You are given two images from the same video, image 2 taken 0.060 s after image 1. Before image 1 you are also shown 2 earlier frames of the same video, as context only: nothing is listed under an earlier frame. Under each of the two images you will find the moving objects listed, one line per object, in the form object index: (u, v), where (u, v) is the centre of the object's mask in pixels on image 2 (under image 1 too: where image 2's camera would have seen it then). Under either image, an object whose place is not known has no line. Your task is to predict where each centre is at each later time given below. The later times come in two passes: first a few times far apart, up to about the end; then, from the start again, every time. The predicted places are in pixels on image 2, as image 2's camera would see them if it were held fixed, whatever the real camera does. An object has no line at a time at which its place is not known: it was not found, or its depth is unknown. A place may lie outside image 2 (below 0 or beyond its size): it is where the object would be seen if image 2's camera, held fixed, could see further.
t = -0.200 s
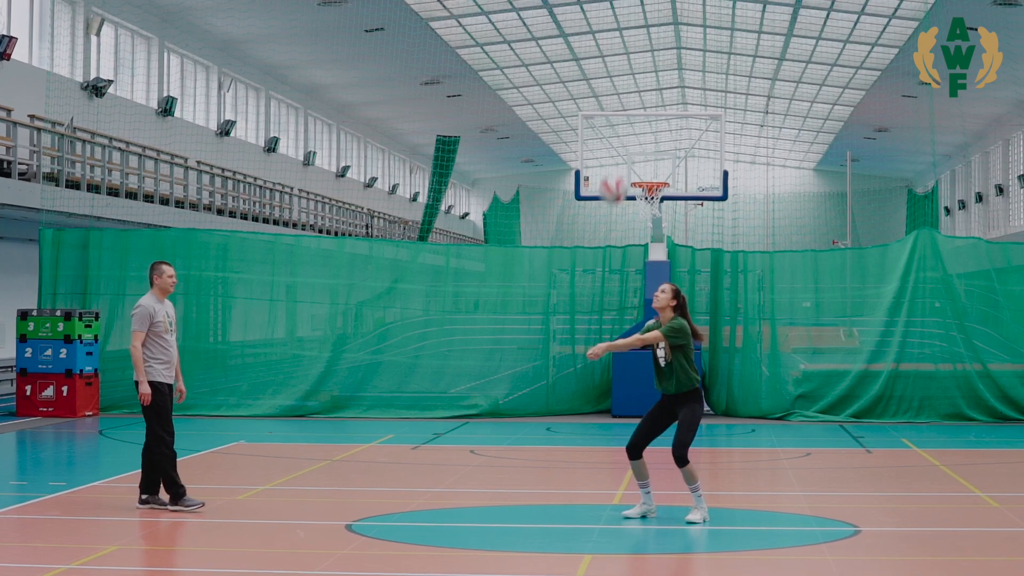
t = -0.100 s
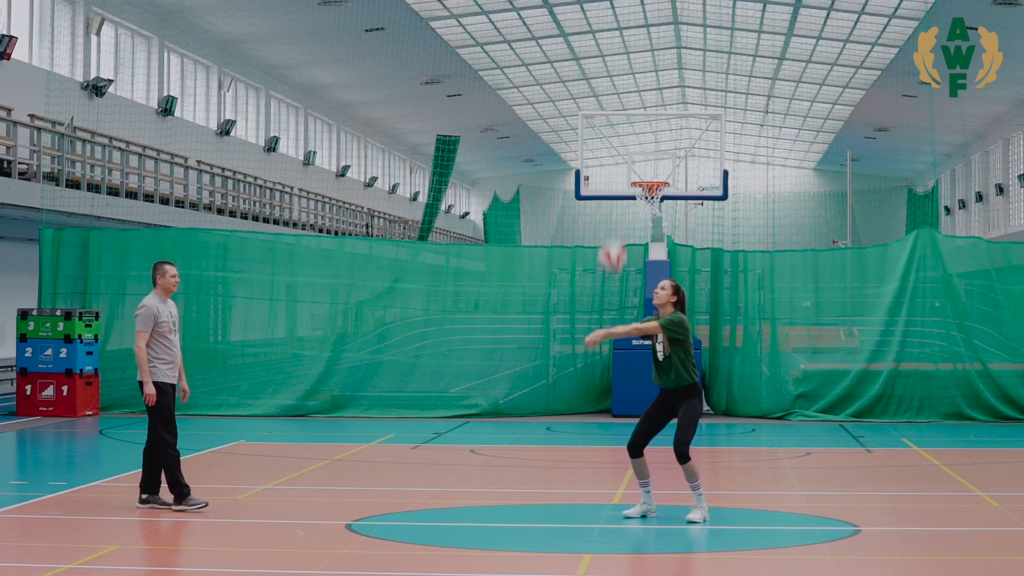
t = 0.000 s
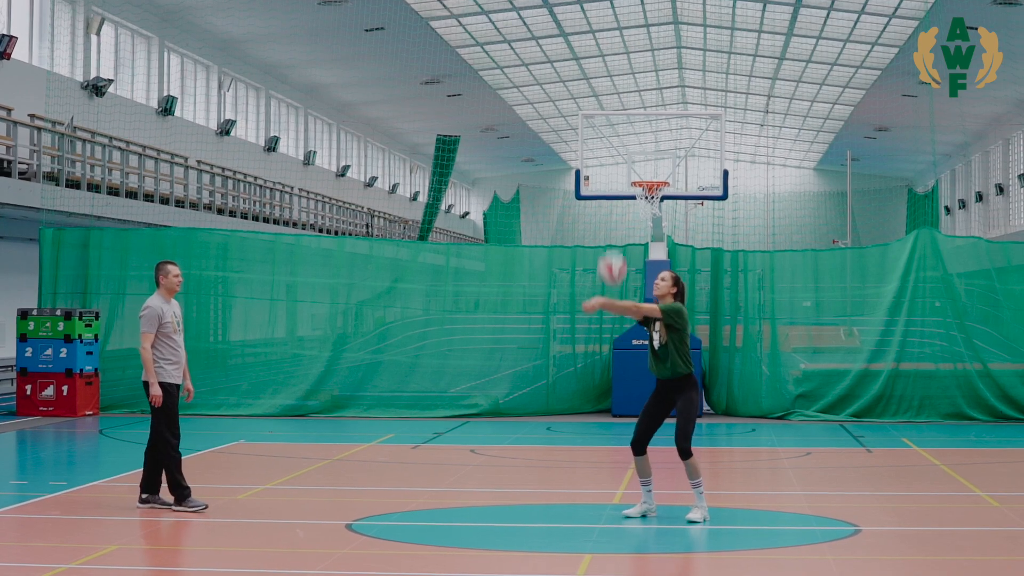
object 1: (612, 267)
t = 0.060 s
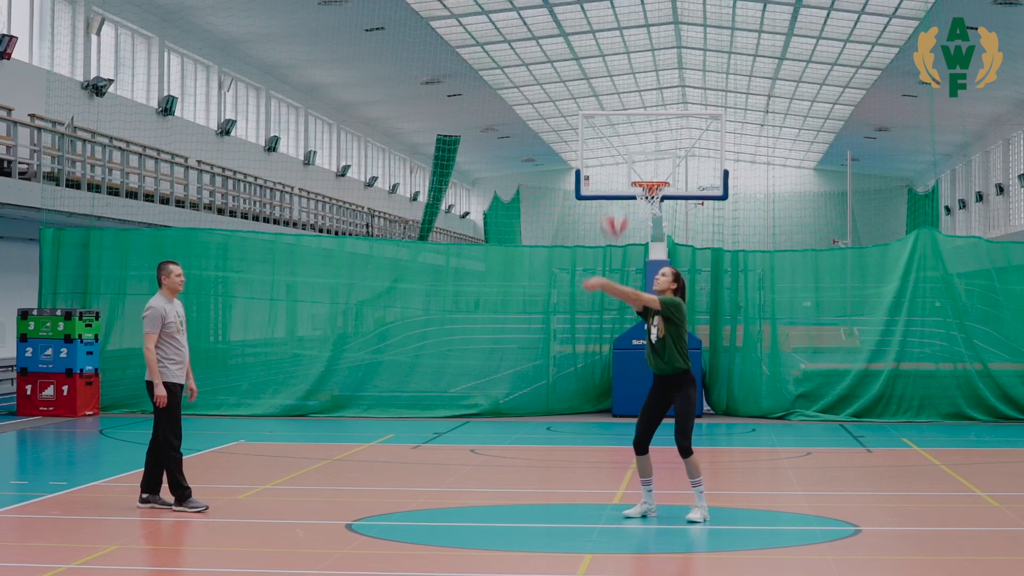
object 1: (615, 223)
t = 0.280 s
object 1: (618, 96)
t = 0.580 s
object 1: (622, 32)
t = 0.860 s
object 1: (625, 79)
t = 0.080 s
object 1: (614, 208)
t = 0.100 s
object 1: (614, 195)
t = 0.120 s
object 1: (615, 184)
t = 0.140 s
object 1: (616, 169)
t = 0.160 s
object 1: (616, 158)
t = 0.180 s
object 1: (617, 147)
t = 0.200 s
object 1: (617, 136)
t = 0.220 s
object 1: (617, 126)
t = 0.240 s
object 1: (618, 115)
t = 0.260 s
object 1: (618, 105)
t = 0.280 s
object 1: (618, 96)
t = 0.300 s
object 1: (619, 88)
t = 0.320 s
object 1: (619, 81)
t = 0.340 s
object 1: (619, 74)
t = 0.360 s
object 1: (619, 67)
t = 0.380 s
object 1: (619, 61)
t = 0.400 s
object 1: (620, 56)
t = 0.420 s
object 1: (620, 51)
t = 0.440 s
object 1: (620, 46)
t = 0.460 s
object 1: (621, 42)
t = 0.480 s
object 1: (621, 39)
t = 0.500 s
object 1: (621, 37)
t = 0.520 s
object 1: (622, 35)
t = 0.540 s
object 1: (622, 33)
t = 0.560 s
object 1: (622, 32)
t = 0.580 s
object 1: (622, 32)
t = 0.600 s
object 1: (622, 31)
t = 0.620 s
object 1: (623, 32)
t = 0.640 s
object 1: (623, 33)
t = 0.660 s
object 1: (623, 34)
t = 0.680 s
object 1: (623, 36)
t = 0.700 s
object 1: (624, 39)
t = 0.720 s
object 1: (624, 41)
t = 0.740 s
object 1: (624, 45)
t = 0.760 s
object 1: (624, 50)
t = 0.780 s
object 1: (624, 54)
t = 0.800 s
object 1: (625, 60)
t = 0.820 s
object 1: (625, 65)
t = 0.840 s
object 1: (626, 72)
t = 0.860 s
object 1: (625, 79)
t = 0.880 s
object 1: (626, 87)
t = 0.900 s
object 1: (626, 95)
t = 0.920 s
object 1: (627, 103)
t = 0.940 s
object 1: (626, 113)
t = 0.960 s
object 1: (627, 122)
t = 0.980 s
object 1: (627, 133)
